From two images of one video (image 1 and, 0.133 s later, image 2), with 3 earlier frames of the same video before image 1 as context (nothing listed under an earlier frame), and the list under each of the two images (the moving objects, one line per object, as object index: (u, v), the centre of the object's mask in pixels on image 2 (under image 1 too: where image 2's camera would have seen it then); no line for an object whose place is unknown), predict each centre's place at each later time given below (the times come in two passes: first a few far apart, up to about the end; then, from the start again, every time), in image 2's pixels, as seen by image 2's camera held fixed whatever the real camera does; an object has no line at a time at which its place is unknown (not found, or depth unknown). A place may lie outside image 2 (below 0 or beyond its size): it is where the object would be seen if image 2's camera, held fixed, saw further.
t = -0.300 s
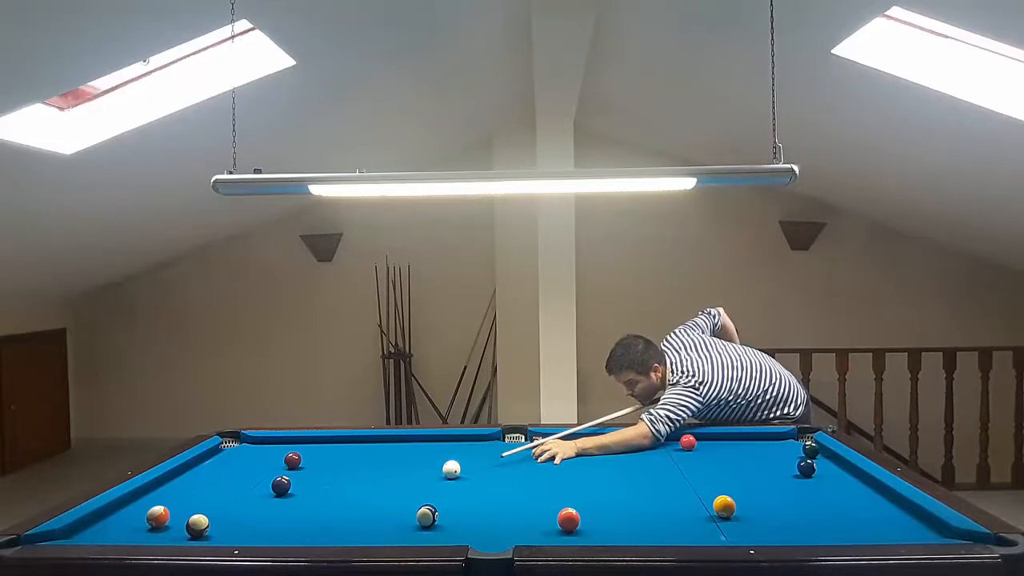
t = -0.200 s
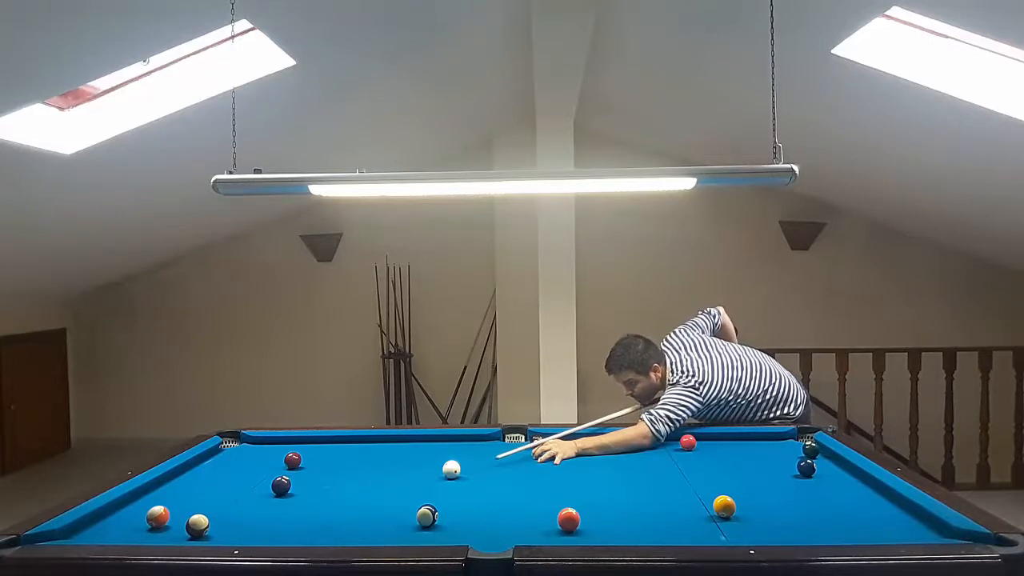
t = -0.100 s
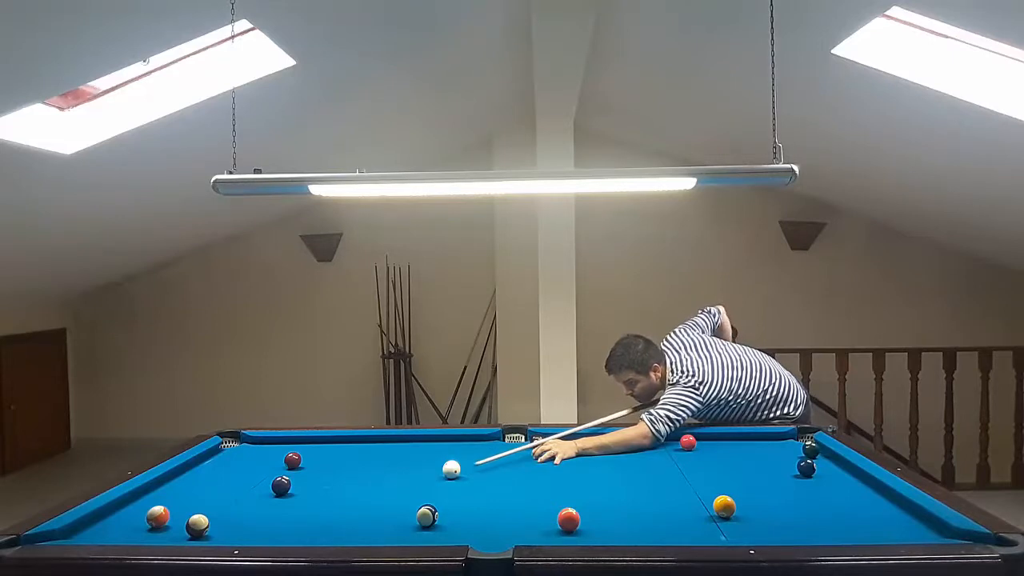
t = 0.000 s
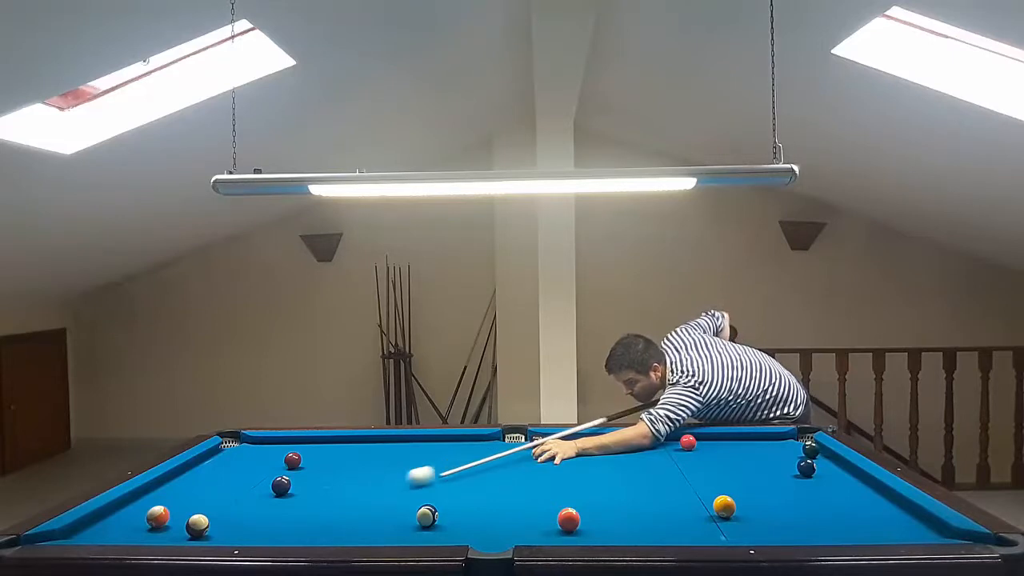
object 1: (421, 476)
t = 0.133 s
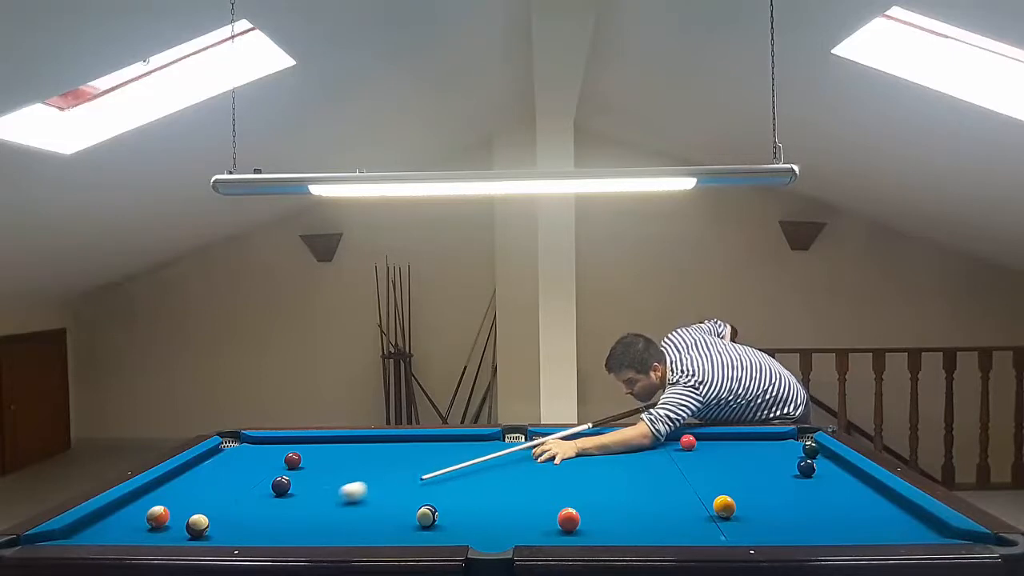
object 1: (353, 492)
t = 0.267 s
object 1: (294, 507)
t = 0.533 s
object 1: (209, 531)
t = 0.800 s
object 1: (217, 531)
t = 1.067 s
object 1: (244, 521)
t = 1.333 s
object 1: (266, 512)
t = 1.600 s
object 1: (284, 504)
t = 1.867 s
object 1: (301, 496)
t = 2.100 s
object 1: (313, 491)
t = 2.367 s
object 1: (325, 485)
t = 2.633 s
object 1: (335, 480)
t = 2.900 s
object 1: (343, 477)
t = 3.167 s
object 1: (350, 473)
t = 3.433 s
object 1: (355, 470)
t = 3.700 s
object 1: (360, 468)
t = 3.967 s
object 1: (363, 467)
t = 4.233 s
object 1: (365, 465)
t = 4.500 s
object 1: (366, 465)
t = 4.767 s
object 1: (367, 465)
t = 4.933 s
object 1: (367, 464)
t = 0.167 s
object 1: (338, 496)
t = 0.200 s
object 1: (324, 499)
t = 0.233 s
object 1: (309, 503)
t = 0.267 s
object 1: (294, 507)
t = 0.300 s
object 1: (278, 511)
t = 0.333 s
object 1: (262, 514)
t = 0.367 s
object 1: (246, 518)
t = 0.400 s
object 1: (230, 521)
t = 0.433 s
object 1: (220, 526)
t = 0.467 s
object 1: (218, 528)
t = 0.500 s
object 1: (214, 530)
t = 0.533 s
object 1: (209, 531)
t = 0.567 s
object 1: (204, 533)
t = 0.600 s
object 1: (200, 535)
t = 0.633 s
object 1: (200, 535)
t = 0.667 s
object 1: (204, 534)
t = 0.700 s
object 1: (207, 533)
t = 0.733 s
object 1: (210, 532)
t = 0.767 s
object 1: (213, 532)
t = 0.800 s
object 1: (217, 531)
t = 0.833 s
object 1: (221, 530)
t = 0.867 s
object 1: (225, 529)
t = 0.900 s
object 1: (228, 529)
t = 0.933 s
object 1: (231, 527)
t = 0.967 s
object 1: (234, 525)
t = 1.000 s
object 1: (237, 524)
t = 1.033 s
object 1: (240, 522)
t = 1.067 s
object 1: (244, 521)
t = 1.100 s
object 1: (246, 520)
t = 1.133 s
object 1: (249, 519)
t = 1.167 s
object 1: (252, 518)
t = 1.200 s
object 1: (255, 517)
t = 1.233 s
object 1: (258, 516)
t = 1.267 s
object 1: (260, 514)
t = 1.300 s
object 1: (263, 513)
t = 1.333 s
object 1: (266, 512)
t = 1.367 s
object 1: (268, 510)
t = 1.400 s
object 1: (270, 510)
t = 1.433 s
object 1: (273, 509)
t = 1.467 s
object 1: (275, 508)
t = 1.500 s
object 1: (278, 507)
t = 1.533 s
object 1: (280, 506)
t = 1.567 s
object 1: (282, 505)
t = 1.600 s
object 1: (284, 504)
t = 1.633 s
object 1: (287, 503)
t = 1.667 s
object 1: (289, 502)
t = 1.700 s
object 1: (291, 501)
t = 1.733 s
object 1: (293, 500)
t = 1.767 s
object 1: (295, 499)
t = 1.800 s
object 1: (297, 498)
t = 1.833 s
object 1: (299, 497)
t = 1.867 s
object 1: (301, 496)
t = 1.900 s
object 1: (303, 496)
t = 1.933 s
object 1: (304, 495)
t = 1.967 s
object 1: (306, 494)
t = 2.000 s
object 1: (308, 493)
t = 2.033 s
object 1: (310, 492)
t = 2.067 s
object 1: (311, 492)
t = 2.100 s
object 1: (313, 491)
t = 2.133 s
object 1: (315, 490)
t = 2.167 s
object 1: (316, 489)
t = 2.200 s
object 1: (318, 489)
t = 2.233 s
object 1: (319, 488)
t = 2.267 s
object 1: (320, 487)
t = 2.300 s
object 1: (322, 487)
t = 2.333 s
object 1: (323, 486)
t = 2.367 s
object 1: (325, 485)
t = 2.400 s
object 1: (326, 485)
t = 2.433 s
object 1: (327, 484)
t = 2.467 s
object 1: (329, 483)
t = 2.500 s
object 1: (330, 483)
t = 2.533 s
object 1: (331, 482)
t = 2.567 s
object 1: (332, 482)
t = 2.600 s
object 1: (334, 481)
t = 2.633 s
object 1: (335, 480)
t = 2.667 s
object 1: (336, 480)
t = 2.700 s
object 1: (337, 479)
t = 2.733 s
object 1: (338, 479)
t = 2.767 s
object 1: (339, 479)
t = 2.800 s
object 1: (340, 478)
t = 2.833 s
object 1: (341, 477)
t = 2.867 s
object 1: (342, 477)
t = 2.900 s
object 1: (343, 477)
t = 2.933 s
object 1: (344, 476)
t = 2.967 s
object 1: (345, 476)
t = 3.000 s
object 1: (346, 475)
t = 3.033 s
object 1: (347, 475)
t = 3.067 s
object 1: (348, 474)
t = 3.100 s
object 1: (348, 474)
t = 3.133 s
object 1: (349, 474)
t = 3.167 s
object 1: (350, 473)
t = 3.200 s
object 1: (351, 473)
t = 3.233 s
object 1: (351, 472)
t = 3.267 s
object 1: (352, 472)
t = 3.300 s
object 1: (353, 472)
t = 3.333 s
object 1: (354, 471)
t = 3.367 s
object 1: (354, 471)
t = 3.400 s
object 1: (355, 471)
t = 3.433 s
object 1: (355, 470)
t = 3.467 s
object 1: (356, 470)
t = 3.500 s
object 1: (357, 470)
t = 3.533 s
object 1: (357, 470)
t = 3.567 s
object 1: (358, 469)
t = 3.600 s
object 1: (358, 469)
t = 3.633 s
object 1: (359, 469)
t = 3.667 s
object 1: (359, 468)
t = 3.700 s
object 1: (360, 468)
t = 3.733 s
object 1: (360, 468)
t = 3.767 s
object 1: (361, 468)
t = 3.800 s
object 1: (361, 468)
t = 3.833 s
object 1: (361, 467)
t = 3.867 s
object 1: (362, 467)
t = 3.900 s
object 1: (362, 467)
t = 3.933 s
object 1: (362, 467)
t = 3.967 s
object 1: (363, 467)
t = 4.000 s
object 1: (363, 466)
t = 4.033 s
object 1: (363, 466)
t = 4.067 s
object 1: (364, 466)
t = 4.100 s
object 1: (364, 466)
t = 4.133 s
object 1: (364, 466)
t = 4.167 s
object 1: (364, 466)
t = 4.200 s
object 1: (365, 466)
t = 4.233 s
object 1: (365, 465)
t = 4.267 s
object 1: (365, 465)
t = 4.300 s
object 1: (365, 465)
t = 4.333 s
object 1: (366, 465)
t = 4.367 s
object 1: (366, 465)
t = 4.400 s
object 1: (366, 465)
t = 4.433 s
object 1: (366, 465)
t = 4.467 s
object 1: (366, 465)
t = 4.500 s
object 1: (366, 465)
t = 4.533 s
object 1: (366, 465)
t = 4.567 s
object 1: (366, 465)
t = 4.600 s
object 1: (366, 465)
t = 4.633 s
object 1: (367, 465)
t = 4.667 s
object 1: (366, 465)
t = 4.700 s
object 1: (366, 465)
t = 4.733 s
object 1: (367, 465)
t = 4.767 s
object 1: (367, 465)
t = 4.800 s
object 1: (366, 465)
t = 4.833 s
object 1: (367, 464)
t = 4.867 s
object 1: (367, 464)
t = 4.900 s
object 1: (367, 464)
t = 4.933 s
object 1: (367, 464)
